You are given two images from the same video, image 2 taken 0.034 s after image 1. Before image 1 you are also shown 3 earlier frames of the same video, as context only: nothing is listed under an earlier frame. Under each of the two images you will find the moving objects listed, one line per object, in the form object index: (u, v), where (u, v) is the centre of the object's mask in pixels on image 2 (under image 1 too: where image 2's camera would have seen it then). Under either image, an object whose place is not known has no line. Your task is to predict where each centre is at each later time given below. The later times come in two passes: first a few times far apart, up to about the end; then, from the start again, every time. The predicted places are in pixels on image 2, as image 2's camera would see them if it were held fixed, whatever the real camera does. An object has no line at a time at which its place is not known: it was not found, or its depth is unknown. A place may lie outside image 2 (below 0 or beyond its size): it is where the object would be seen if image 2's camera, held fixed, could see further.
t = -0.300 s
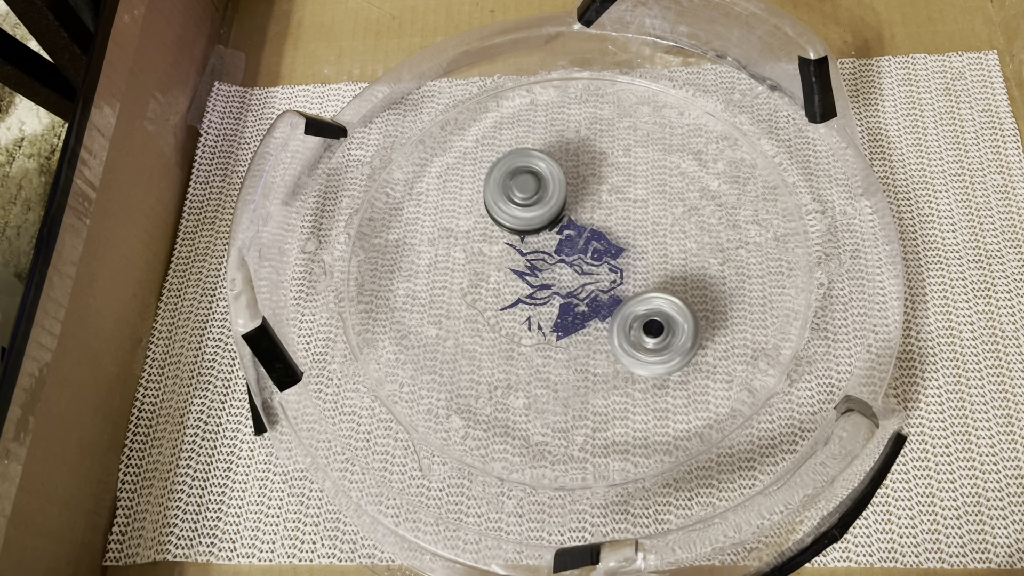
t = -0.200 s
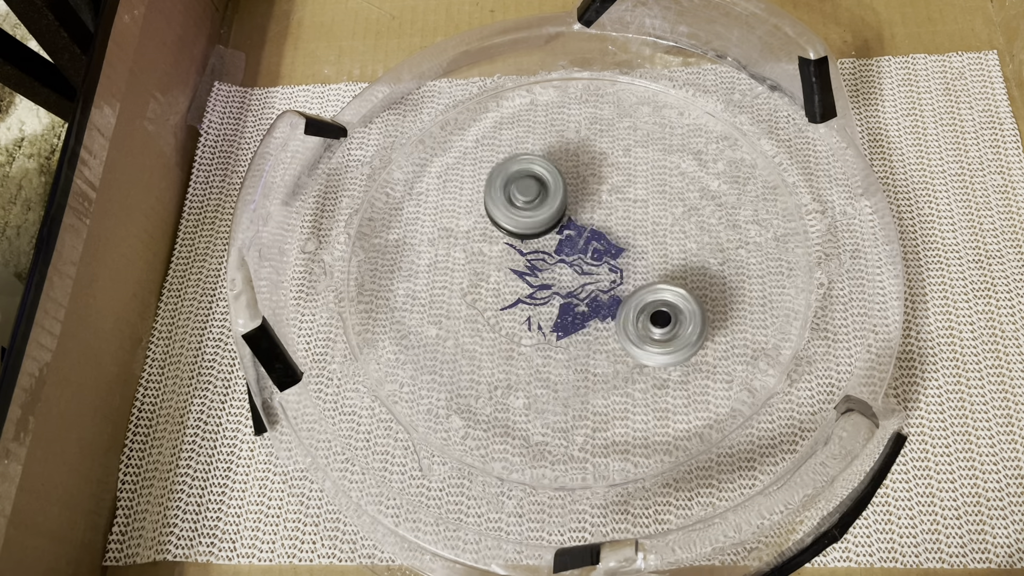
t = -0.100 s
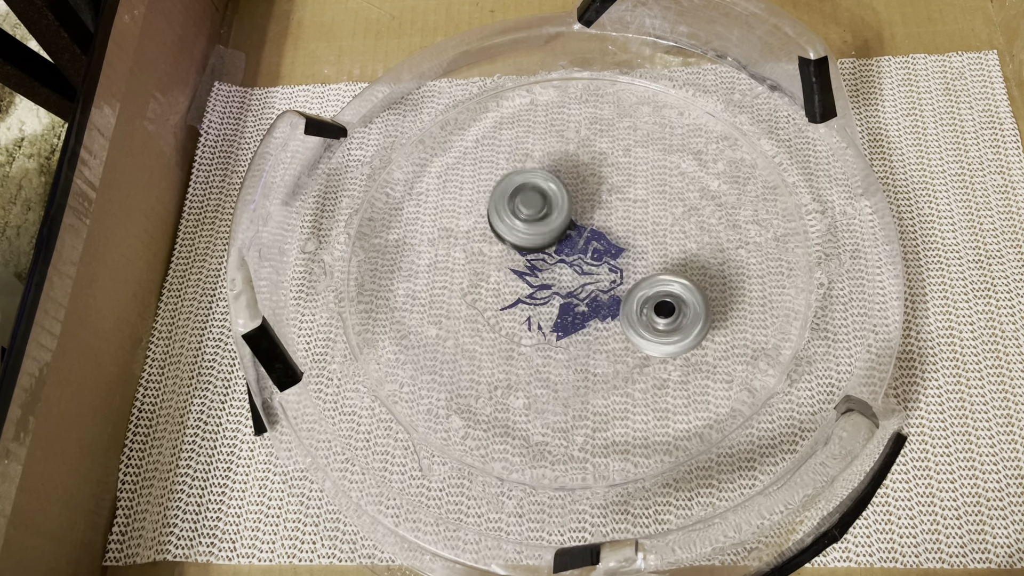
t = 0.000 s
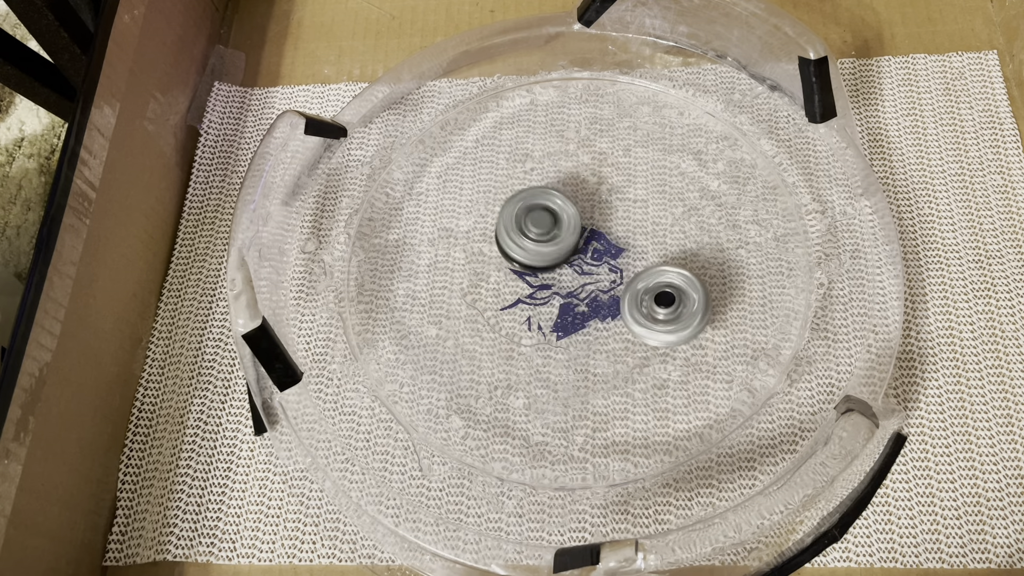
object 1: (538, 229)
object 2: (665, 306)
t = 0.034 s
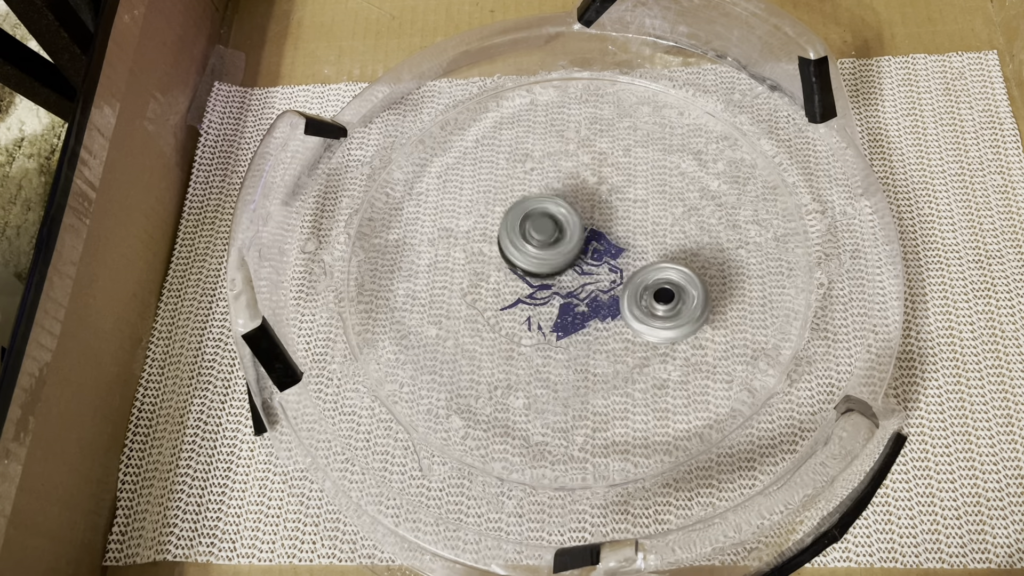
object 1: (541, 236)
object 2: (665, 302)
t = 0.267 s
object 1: (554, 274)
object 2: (666, 284)
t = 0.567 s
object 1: (560, 291)
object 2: (651, 259)
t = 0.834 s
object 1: (559, 287)
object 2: (630, 240)
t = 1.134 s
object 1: (541, 280)
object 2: (616, 213)
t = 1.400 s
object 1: (544, 273)
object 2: (597, 200)
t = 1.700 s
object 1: (555, 271)
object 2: (575, 194)
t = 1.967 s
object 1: (556, 305)
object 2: (563, 171)
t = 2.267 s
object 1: (569, 300)
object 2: (550, 195)
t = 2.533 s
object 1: (594, 310)
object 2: (523, 168)
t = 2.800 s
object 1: (599, 311)
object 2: (504, 192)
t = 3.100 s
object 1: (585, 275)
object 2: (499, 230)
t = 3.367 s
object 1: (585, 253)
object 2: (486, 257)
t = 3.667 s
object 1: (584, 248)
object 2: (491, 282)
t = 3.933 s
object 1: (590, 247)
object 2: (495, 309)
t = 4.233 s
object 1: (596, 252)
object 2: (521, 320)
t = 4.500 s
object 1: (608, 248)
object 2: (531, 328)
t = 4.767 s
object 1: (604, 246)
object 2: (554, 323)
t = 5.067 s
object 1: (598, 236)
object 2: (568, 319)
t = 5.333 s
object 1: (581, 227)
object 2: (581, 319)
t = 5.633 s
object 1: (559, 219)
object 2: (601, 324)
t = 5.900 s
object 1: (551, 238)
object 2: (613, 309)
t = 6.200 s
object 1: (537, 244)
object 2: (639, 304)
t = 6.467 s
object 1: (548, 257)
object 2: (641, 283)
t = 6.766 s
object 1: (520, 247)
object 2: (682, 270)
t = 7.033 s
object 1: (543, 255)
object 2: (666, 255)
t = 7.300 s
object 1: (556, 263)
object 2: (665, 240)
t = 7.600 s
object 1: (562, 266)
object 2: (640, 223)
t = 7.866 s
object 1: (553, 276)
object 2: (628, 205)
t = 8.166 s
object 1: (560, 276)
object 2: (606, 199)
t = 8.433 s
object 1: (567, 275)
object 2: (591, 200)
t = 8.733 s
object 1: (556, 328)
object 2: (581, 155)
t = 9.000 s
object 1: (569, 317)
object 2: (568, 168)
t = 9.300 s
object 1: (562, 271)
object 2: (556, 195)
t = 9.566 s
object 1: (540, 275)
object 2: (534, 185)
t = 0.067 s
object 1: (544, 243)
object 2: (663, 299)
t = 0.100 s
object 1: (548, 249)
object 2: (662, 296)
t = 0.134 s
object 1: (552, 256)
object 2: (659, 292)
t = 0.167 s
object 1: (557, 263)
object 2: (657, 288)
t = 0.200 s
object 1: (561, 269)
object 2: (654, 285)
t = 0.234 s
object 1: (559, 272)
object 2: (657, 284)
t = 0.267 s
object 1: (554, 274)
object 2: (666, 284)
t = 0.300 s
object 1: (553, 278)
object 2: (666, 283)
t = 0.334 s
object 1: (554, 280)
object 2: (666, 279)
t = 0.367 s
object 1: (554, 282)
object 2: (664, 276)
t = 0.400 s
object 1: (556, 284)
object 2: (661, 274)
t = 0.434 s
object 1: (558, 286)
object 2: (658, 271)
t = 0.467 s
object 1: (560, 288)
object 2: (655, 268)
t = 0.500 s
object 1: (562, 289)
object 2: (651, 265)
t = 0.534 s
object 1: (564, 290)
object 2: (649, 262)
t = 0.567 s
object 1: (560, 291)
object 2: (651, 259)
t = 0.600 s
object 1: (559, 293)
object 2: (651, 256)
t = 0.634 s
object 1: (558, 293)
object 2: (648, 253)
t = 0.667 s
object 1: (558, 293)
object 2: (646, 251)
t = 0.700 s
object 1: (558, 291)
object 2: (643, 248)
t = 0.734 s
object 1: (558, 291)
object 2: (640, 246)
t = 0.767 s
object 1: (558, 290)
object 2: (637, 243)
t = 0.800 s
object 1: (558, 289)
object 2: (633, 242)
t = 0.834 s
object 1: (559, 287)
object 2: (630, 240)
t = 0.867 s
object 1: (555, 288)
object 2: (633, 234)
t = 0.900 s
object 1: (551, 289)
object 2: (635, 229)
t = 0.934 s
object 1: (548, 289)
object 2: (633, 226)
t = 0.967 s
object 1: (546, 288)
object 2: (630, 223)
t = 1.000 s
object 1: (544, 286)
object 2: (628, 221)
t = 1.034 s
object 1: (543, 285)
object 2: (625, 219)
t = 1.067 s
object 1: (541, 284)
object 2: (622, 217)
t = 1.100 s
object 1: (540, 282)
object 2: (619, 215)
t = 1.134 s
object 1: (541, 280)
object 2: (616, 213)
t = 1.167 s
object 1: (541, 279)
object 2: (613, 212)
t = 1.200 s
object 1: (541, 278)
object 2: (611, 210)
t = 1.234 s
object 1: (541, 276)
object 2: (608, 209)
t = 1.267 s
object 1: (543, 274)
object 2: (604, 208)
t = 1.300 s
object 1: (544, 272)
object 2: (601, 207)
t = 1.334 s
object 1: (546, 271)
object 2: (598, 206)
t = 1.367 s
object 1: (546, 270)
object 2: (596, 205)
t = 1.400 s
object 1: (544, 273)
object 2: (597, 200)
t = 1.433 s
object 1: (545, 273)
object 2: (595, 198)
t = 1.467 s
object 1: (545, 273)
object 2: (592, 197)
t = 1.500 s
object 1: (545, 273)
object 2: (589, 196)
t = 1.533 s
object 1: (546, 272)
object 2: (587, 196)
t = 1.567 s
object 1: (547, 272)
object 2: (584, 195)
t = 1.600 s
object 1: (549, 272)
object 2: (582, 195)
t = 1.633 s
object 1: (550, 271)
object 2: (579, 195)
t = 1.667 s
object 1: (552, 271)
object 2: (577, 195)
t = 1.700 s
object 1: (555, 271)
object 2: (575, 194)
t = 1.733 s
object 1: (552, 283)
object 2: (576, 180)
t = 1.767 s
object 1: (552, 289)
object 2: (577, 172)
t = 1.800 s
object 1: (552, 293)
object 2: (576, 169)
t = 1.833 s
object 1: (553, 296)
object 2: (573, 169)
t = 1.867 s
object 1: (553, 299)
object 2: (571, 168)
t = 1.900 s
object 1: (554, 302)
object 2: (568, 169)
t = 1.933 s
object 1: (555, 304)
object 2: (566, 169)
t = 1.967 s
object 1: (556, 305)
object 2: (563, 171)
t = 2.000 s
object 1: (557, 307)
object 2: (561, 172)
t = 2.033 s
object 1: (558, 308)
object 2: (559, 174)
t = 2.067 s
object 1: (560, 308)
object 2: (558, 175)
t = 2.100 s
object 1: (562, 308)
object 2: (556, 178)
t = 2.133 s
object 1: (562, 307)
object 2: (554, 181)
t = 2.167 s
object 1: (564, 306)
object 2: (552, 184)
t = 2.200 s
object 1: (566, 304)
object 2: (551, 188)
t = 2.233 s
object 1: (568, 302)
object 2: (551, 192)
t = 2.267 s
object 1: (569, 300)
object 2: (550, 195)
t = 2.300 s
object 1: (571, 296)
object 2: (548, 199)
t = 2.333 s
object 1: (573, 292)
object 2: (548, 202)
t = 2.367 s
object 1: (574, 289)
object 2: (547, 206)
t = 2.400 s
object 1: (575, 285)
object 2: (546, 210)
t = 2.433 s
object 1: (579, 284)
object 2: (545, 210)
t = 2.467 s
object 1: (587, 299)
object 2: (535, 190)
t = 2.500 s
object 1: (591, 307)
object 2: (527, 174)
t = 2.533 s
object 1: (594, 310)
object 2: (523, 168)
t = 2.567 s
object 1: (595, 311)
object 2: (520, 167)
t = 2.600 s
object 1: (596, 314)
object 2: (517, 170)
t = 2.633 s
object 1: (596, 315)
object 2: (514, 173)
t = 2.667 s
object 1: (598, 315)
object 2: (511, 177)
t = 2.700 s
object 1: (599, 316)
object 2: (509, 180)
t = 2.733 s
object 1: (598, 315)
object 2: (507, 184)
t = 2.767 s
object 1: (599, 313)
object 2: (506, 188)
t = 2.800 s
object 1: (599, 311)
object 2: (504, 192)
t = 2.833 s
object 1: (599, 309)
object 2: (503, 196)
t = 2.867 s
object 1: (597, 306)
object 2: (502, 200)
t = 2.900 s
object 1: (597, 301)
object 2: (500, 204)
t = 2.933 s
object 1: (596, 298)
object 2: (500, 209)
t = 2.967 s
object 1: (594, 295)
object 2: (499, 213)
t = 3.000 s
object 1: (592, 289)
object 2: (498, 217)
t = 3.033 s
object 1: (591, 284)
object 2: (498, 221)
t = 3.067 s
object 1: (588, 281)
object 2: (498, 226)
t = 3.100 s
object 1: (585, 275)
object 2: (499, 230)
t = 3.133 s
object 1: (582, 270)
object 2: (499, 234)
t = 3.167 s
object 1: (580, 266)
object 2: (499, 239)
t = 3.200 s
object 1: (582, 264)
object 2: (494, 240)
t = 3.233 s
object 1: (583, 261)
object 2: (493, 243)
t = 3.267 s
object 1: (582, 260)
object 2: (493, 247)
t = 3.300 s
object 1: (580, 257)
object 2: (493, 251)
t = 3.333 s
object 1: (583, 254)
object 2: (490, 253)
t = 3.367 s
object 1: (585, 253)
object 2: (486, 257)
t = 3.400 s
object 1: (585, 252)
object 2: (486, 260)
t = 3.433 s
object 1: (586, 250)
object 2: (486, 263)
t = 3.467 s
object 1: (587, 249)
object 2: (486, 266)
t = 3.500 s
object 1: (586, 249)
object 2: (487, 269)
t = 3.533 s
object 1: (586, 248)
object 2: (487, 272)
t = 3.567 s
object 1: (587, 248)
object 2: (488, 275)
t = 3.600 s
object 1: (586, 248)
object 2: (489, 277)
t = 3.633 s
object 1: (585, 248)
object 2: (490, 279)
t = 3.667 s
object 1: (584, 248)
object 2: (491, 282)
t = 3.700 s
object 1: (583, 248)
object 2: (493, 284)
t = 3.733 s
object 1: (581, 250)
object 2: (495, 287)
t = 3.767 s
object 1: (580, 250)
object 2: (497, 289)
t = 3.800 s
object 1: (579, 252)
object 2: (500, 292)
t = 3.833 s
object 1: (579, 251)
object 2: (500, 296)
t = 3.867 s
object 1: (585, 247)
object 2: (493, 303)
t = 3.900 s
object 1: (588, 246)
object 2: (493, 306)
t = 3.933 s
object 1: (590, 247)
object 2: (495, 309)
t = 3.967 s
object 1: (592, 247)
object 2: (497, 311)
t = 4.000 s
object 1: (593, 247)
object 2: (499, 313)
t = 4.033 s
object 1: (595, 247)
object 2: (502, 315)
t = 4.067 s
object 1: (596, 248)
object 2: (504, 316)
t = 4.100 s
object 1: (597, 248)
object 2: (507, 317)
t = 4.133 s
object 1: (597, 249)
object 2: (511, 318)
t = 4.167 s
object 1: (597, 249)
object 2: (514, 319)
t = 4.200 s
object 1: (597, 251)
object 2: (518, 319)
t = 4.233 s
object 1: (596, 252)
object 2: (521, 320)
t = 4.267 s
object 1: (595, 253)
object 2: (525, 320)
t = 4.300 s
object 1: (594, 255)
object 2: (530, 319)
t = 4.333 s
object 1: (592, 256)
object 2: (534, 319)
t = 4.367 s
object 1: (599, 252)
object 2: (529, 324)
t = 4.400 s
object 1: (603, 249)
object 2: (524, 327)
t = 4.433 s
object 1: (604, 248)
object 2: (526, 328)
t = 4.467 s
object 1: (606, 248)
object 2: (528, 328)
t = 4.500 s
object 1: (608, 248)
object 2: (531, 328)
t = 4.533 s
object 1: (608, 248)
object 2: (534, 328)
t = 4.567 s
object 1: (608, 248)
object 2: (537, 328)
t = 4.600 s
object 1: (609, 248)
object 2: (541, 327)
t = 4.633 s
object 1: (608, 248)
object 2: (544, 326)
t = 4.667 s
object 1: (607, 248)
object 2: (548, 324)
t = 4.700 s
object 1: (606, 249)
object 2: (552, 323)
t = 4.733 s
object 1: (603, 250)
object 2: (555, 321)
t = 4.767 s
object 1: (604, 246)
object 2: (554, 323)
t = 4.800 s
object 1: (607, 241)
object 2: (550, 328)
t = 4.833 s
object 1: (606, 239)
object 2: (550, 329)
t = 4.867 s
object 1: (607, 238)
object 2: (553, 328)
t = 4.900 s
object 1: (606, 237)
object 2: (555, 327)
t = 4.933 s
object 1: (605, 236)
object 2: (558, 326)
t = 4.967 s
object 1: (604, 235)
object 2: (561, 324)
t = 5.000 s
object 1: (603, 236)
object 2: (563, 323)
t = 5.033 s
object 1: (600, 235)
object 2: (566, 321)
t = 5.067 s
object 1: (598, 236)
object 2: (568, 319)
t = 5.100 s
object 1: (596, 236)
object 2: (570, 317)
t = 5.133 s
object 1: (593, 236)
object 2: (572, 316)
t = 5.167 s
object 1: (591, 230)
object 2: (571, 322)
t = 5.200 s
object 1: (589, 229)
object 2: (572, 323)
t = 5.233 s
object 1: (587, 228)
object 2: (574, 323)
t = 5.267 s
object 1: (586, 227)
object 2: (576, 322)
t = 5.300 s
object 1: (584, 227)
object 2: (579, 320)
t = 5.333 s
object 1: (581, 227)
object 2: (581, 319)
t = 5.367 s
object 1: (580, 228)
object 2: (583, 317)
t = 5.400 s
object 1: (577, 230)
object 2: (584, 315)
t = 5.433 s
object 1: (574, 231)
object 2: (586, 314)
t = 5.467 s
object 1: (572, 231)
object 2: (588, 314)
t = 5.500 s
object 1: (567, 223)
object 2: (592, 324)
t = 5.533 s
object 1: (563, 220)
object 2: (595, 327)
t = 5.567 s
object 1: (563, 219)
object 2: (597, 326)
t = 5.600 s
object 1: (560, 219)
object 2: (599, 325)
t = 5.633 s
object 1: (559, 219)
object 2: (601, 324)
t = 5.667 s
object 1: (557, 219)
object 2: (604, 323)
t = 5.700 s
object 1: (555, 220)
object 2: (606, 321)
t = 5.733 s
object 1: (554, 221)
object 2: (607, 319)
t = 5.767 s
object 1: (553, 224)
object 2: (609, 317)
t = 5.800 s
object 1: (551, 227)
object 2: (610, 315)
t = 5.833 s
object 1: (552, 230)
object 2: (612, 313)
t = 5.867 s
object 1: (551, 234)
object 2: (613, 311)
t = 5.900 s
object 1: (551, 238)
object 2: (613, 309)
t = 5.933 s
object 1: (551, 242)
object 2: (613, 306)
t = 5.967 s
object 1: (551, 246)
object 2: (614, 304)
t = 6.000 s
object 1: (544, 242)
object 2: (624, 310)
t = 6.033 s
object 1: (539, 240)
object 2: (633, 314)
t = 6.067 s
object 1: (536, 241)
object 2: (636, 314)
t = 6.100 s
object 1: (537, 240)
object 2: (636, 312)
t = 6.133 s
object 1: (536, 242)
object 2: (637, 309)
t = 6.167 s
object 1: (536, 243)
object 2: (638, 306)
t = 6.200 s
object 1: (537, 244)
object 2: (639, 304)
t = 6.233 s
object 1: (537, 246)
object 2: (639, 301)
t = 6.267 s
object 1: (539, 247)
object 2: (639, 298)
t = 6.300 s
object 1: (540, 249)
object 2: (639, 295)
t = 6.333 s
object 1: (542, 251)
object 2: (638, 292)
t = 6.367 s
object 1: (545, 253)
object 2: (638, 289)
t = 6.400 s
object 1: (547, 256)
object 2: (637, 286)
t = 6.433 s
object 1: (549, 257)
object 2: (636, 283)
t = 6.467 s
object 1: (548, 257)
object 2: (641, 283)
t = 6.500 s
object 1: (533, 254)
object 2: (662, 286)
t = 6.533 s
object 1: (527, 251)
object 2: (676, 286)
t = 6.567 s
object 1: (525, 251)
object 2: (680, 285)
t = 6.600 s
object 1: (522, 249)
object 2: (680, 282)
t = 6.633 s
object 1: (522, 248)
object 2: (681, 280)
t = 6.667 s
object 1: (520, 247)
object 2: (682, 277)
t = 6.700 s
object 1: (520, 246)
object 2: (682, 275)
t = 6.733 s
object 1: (520, 247)
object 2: (683, 273)
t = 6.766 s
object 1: (520, 247)
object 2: (682, 270)
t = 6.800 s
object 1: (522, 247)
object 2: (682, 268)
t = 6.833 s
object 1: (523, 248)
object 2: (681, 266)
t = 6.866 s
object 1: (525, 248)
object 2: (679, 264)
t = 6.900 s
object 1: (529, 250)
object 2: (677, 262)
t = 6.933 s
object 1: (531, 251)
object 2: (675, 260)
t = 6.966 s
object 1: (535, 252)
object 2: (672, 258)
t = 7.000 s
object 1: (539, 253)
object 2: (669, 257)
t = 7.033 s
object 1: (543, 255)
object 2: (666, 255)
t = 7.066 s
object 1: (548, 256)
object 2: (663, 254)
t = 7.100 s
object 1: (553, 257)
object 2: (660, 252)
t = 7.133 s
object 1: (558, 258)
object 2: (657, 251)
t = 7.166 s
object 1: (563, 259)
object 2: (655, 250)
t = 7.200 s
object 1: (560, 260)
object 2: (660, 247)
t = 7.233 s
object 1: (556, 261)
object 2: (667, 244)
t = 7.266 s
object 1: (556, 263)
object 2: (667, 243)
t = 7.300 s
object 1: (556, 263)
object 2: (665, 240)
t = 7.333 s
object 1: (556, 263)
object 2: (663, 238)
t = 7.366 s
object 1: (556, 263)
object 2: (660, 235)
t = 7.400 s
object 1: (557, 263)
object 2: (657, 234)
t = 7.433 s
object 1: (557, 264)
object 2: (654, 232)
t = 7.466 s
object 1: (558, 264)
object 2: (651, 230)
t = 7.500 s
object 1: (559, 265)
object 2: (648, 228)
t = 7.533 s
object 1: (560, 265)
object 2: (646, 226)
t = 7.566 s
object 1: (562, 265)
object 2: (642, 225)
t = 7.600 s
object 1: (562, 266)
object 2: (640, 223)
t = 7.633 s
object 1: (564, 266)
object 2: (637, 221)
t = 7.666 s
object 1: (561, 268)
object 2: (638, 217)
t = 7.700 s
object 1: (557, 271)
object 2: (639, 213)
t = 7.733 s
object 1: (557, 272)
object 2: (637, 211)
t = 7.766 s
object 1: (555, 273)
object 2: (634, 209)
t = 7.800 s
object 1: (555, 274)
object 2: (632, 208)
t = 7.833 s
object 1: (554, 275)
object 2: (629, 207)
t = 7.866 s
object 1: (553, 276)
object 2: (628, 205)
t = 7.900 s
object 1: (554, 276)
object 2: (625, 204)
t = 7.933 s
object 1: (553, 277)
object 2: (623, 202)
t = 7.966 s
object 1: (554, 277)
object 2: (620, 201)
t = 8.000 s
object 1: (554, 277)
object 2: (618, 200)
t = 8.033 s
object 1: (555, 277)
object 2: (616, 200)
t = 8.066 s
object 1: (557, 277)
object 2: (614, 199)
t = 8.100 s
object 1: (557, 277)
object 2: (611, 199)
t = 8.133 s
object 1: (559, 275)
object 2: (608, 199)
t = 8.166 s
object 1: (560, 276)
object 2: (606, 199)
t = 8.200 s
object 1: (562, 274)
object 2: (604, 200)
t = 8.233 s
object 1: (564, 274)
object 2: (601, 199)
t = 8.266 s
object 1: (565, 273)
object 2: (599, 200)
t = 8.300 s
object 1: (567, 272)
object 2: (597, 200)
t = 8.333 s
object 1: (567, 274)
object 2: (596, 199)
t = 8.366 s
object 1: (568, 274)
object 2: (594, 199)
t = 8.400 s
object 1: (567, 275)
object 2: (592, 200)
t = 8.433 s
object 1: (567, 275)
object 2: (591, 200)
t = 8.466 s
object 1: (568, 275)
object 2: (588, 200)
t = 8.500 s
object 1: (564, 290)
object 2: (589, 185)
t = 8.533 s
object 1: (562, 303)
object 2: (590, 169)
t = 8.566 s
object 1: (560, 311)
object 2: (590, 159)
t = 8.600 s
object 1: (560, 315)
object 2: (590, 155)
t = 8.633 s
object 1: (558, 319)
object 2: (588, 155)
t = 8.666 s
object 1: (557, 322)
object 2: (585, 156)
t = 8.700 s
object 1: (556, 326)
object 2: (583, 155)
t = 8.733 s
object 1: (556, 328)
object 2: (581, 155)
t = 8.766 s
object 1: (558, 330)
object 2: (579, 156)
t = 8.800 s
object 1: (559, 330)
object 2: (577, 156)
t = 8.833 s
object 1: (561, 330)
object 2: (575, 157)
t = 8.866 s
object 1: (562, 329)
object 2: (574, 159)
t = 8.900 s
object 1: (565, 327)
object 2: (572, 161)
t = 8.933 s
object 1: (566, 325)
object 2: (570, 163)
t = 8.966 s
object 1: (569, 321)
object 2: (569, 166)
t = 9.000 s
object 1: (569, 317)
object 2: (568, 168)
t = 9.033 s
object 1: (571, 311)
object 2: (566, 172)
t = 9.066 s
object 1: (571, 308)
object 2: (566, 175)
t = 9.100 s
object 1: (572, 302)
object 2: (565, 178)
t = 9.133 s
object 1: (572, 298)
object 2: (563, 180)
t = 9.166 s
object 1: (571, 292)
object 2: (562, 184)
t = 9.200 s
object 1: (570, 288)
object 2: (561, 187)
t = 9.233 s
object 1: (568, 282)
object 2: (559, 190)
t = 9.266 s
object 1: (565, 275)
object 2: (557, 193)
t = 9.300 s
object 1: (562, 271)
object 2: (556, 195)
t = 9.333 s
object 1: (559, 277)
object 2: (552, 185)
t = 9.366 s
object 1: (556, 280)
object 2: (549, 178)
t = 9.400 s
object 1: (555, 279)
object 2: (546, 175)
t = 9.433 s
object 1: (552, 277)
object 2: (545, 176)
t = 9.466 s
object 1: (548, 276)
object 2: (543, 178)
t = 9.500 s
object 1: (545, 276)
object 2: (539, 181)
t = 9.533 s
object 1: (543, 276)
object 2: (537, 183)
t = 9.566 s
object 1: (540, 275)
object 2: (534, 185)
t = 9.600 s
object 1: (539, 275)
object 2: (532, 188)
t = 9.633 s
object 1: (537, 275)
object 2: (529, 190)
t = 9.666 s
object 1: (537, 274)
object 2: (526, 192)
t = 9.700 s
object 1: (536, 274)
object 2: (525, 194)
